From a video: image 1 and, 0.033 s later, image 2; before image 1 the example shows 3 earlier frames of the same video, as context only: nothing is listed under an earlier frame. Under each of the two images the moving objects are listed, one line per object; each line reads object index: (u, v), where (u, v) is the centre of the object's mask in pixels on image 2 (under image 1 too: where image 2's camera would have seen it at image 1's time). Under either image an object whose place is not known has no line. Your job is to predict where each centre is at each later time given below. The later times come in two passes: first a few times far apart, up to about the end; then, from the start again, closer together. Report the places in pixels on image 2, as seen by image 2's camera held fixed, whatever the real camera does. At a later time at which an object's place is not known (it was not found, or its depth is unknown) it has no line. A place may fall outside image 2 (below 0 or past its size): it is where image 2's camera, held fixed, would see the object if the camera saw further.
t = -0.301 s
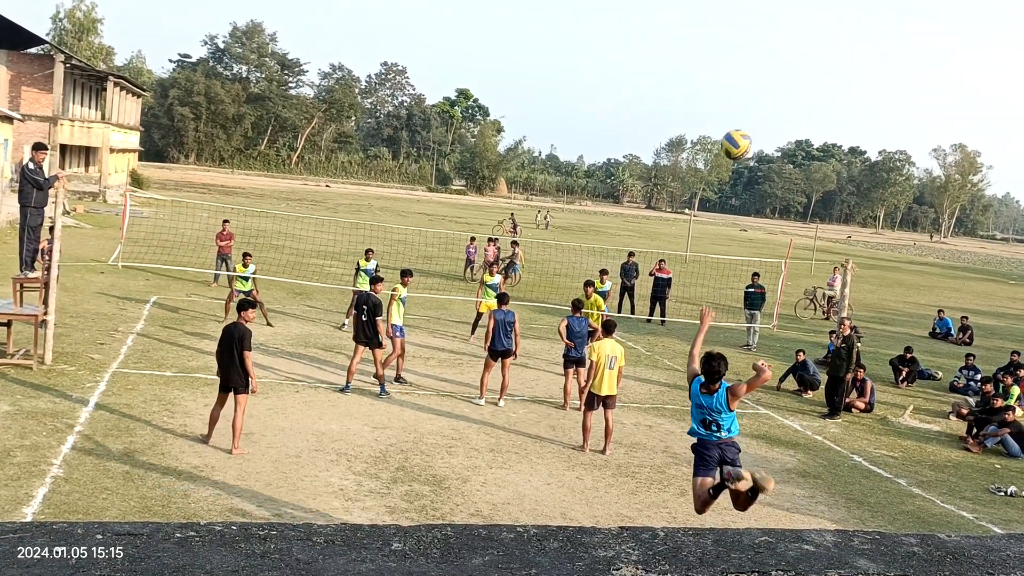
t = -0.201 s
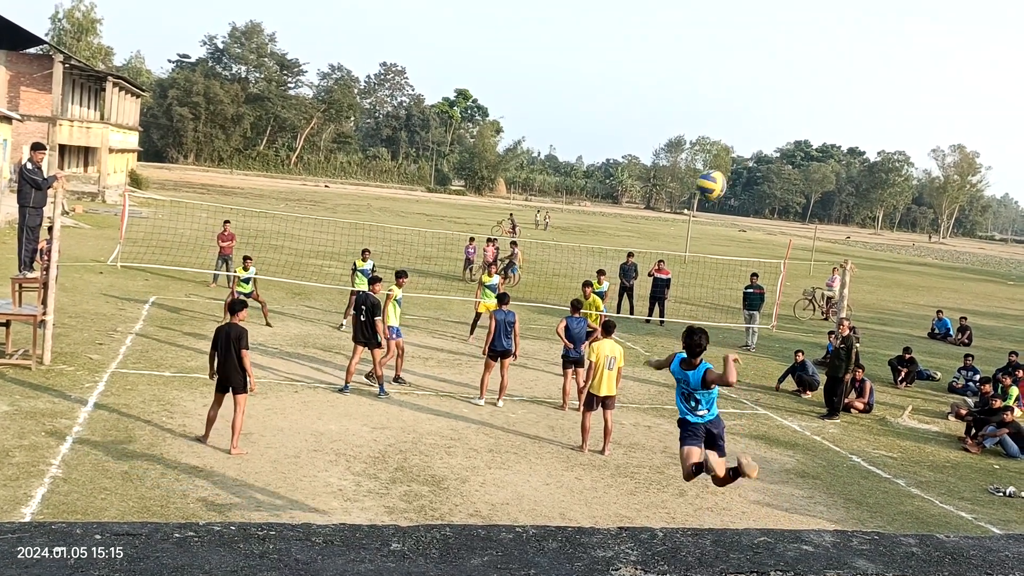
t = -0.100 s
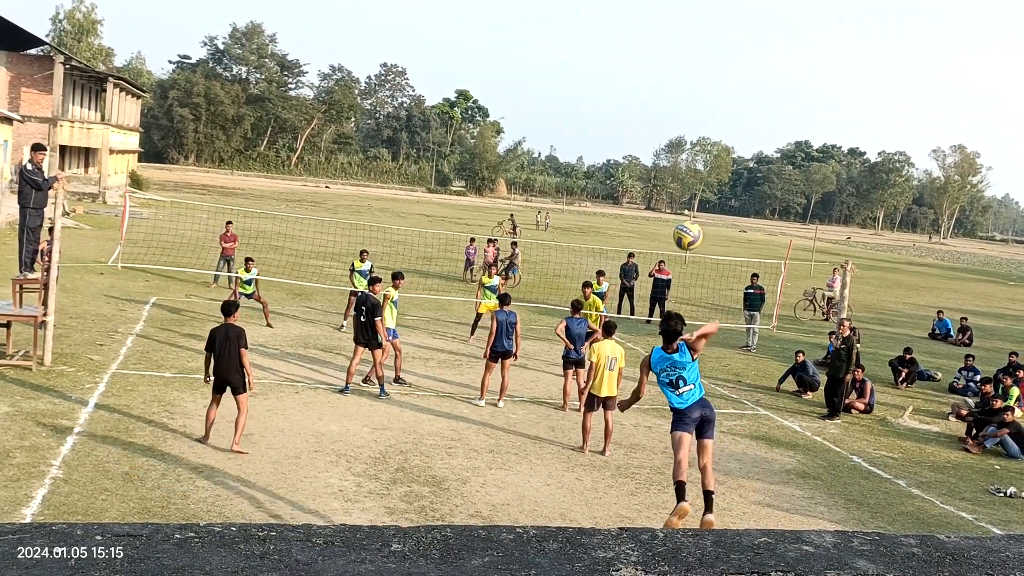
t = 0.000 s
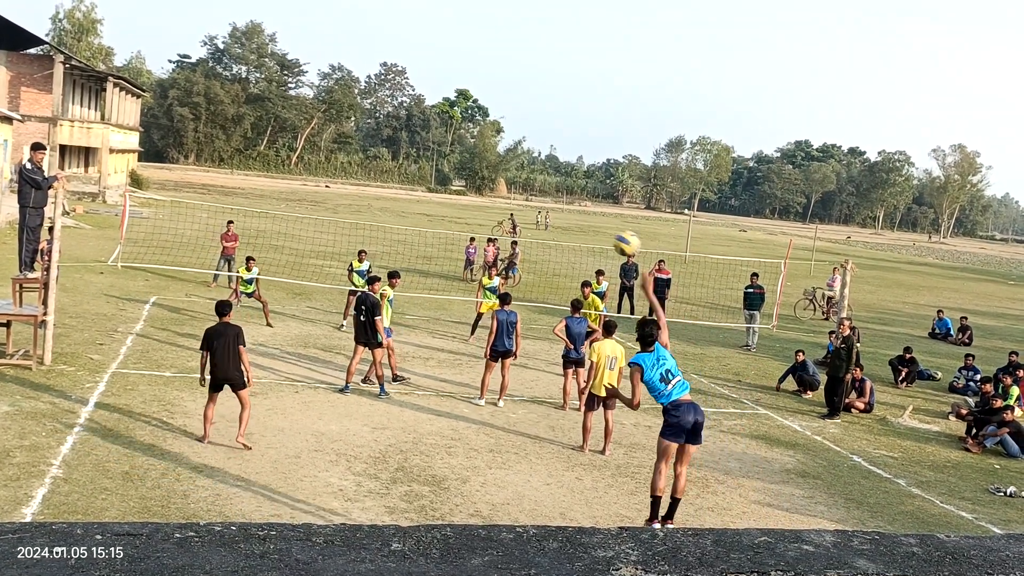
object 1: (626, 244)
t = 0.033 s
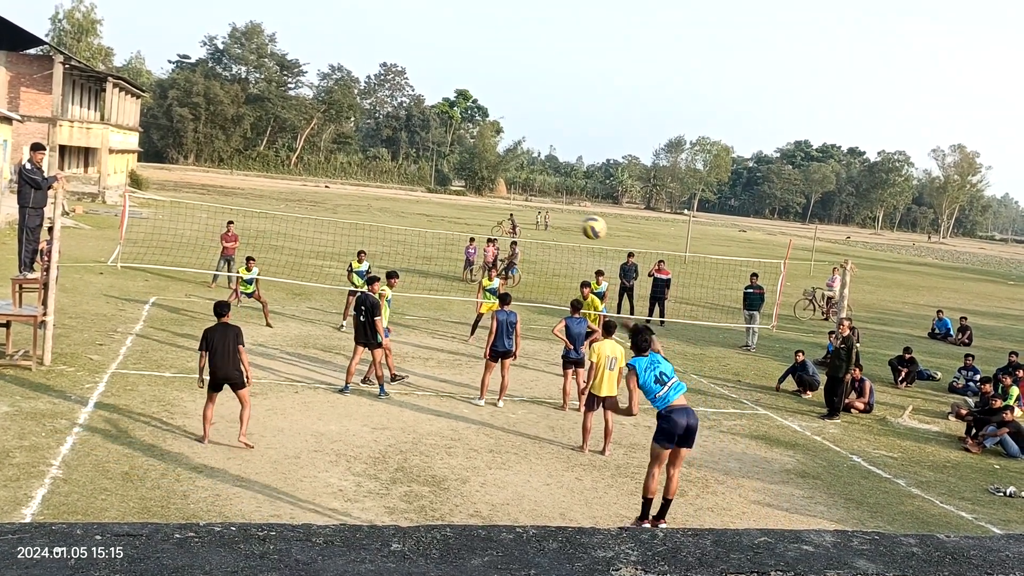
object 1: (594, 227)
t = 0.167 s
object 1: (499, 196)
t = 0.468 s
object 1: (381, 219)
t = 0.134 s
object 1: (519, 200)
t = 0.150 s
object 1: (509, 197)
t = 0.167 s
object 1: (499, 196)
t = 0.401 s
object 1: (401, 208)
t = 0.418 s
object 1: (396, 211)
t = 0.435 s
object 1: (391, 213)
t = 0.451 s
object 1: (386, 216)
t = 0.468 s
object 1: (381, 219)
